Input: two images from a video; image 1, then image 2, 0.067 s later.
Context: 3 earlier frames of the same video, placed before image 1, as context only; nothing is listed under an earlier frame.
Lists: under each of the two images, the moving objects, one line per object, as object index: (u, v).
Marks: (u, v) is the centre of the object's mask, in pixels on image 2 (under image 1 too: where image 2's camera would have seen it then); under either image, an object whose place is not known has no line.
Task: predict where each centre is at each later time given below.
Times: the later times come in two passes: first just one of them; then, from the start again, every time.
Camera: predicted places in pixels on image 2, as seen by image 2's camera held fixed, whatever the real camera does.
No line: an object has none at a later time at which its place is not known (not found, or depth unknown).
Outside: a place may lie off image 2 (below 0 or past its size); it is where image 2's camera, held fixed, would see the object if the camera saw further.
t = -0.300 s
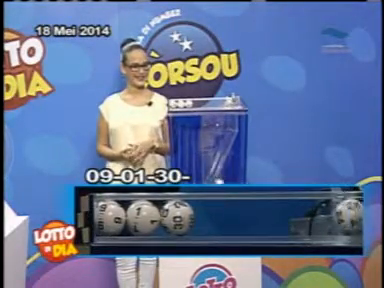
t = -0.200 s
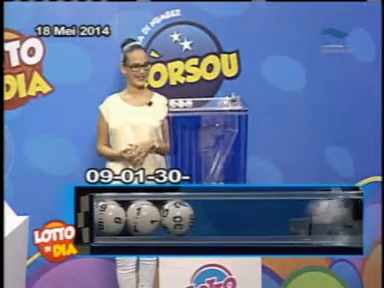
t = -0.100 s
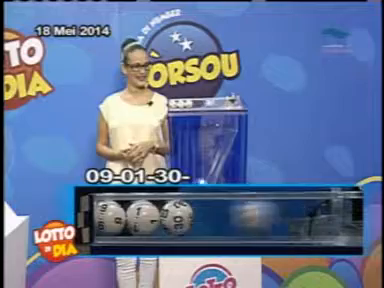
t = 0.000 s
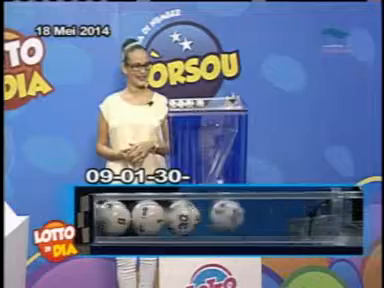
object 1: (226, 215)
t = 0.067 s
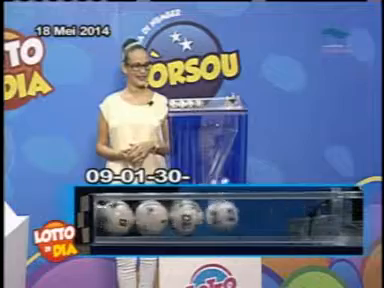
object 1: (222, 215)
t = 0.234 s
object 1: (213, 216)
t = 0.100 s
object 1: (221, 215)
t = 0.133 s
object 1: (219, 214)
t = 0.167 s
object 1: (215, 215)
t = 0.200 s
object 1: (212, 216)
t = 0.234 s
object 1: (213, 216)
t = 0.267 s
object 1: (212, 216)
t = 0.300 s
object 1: (212, 216)
